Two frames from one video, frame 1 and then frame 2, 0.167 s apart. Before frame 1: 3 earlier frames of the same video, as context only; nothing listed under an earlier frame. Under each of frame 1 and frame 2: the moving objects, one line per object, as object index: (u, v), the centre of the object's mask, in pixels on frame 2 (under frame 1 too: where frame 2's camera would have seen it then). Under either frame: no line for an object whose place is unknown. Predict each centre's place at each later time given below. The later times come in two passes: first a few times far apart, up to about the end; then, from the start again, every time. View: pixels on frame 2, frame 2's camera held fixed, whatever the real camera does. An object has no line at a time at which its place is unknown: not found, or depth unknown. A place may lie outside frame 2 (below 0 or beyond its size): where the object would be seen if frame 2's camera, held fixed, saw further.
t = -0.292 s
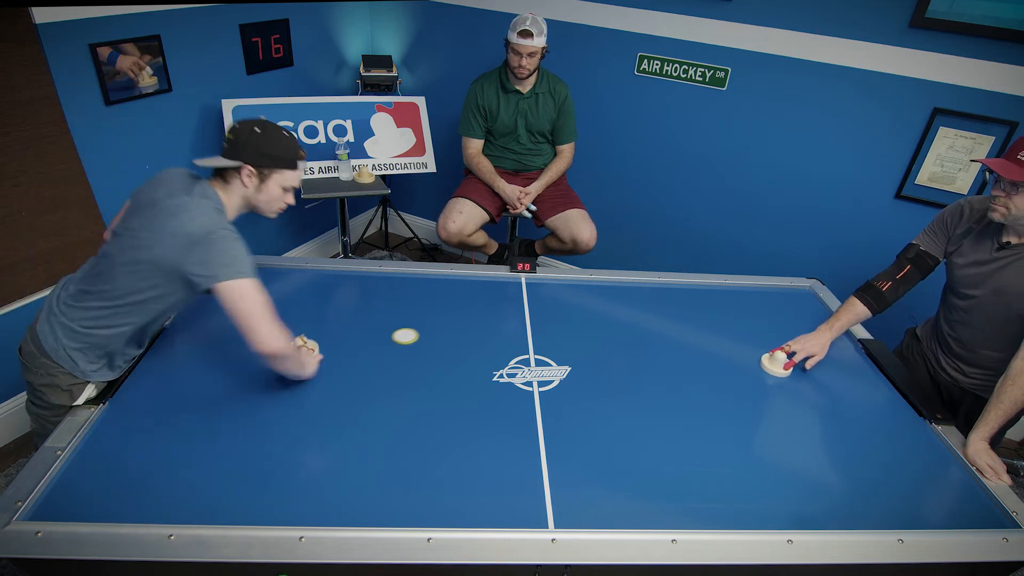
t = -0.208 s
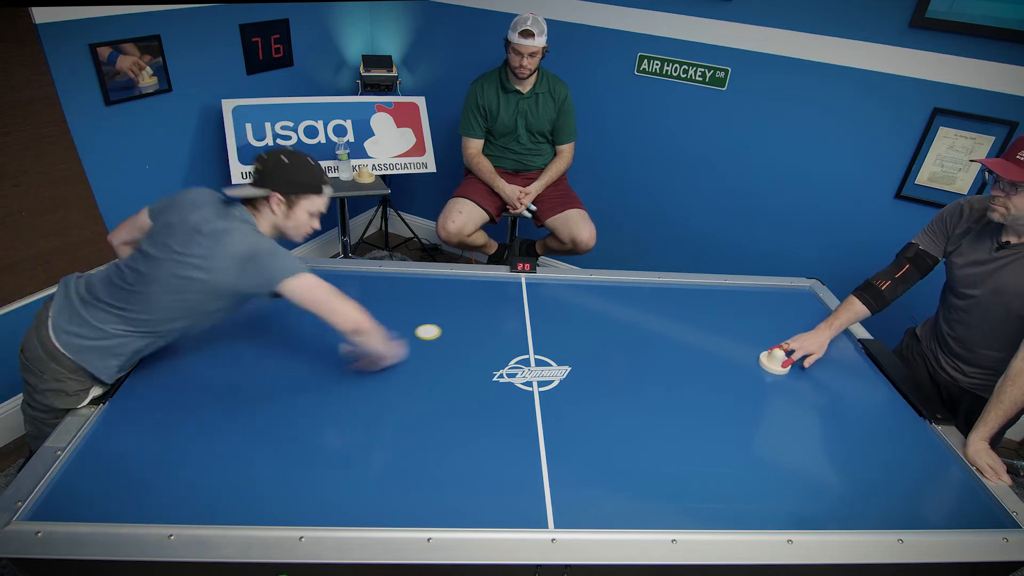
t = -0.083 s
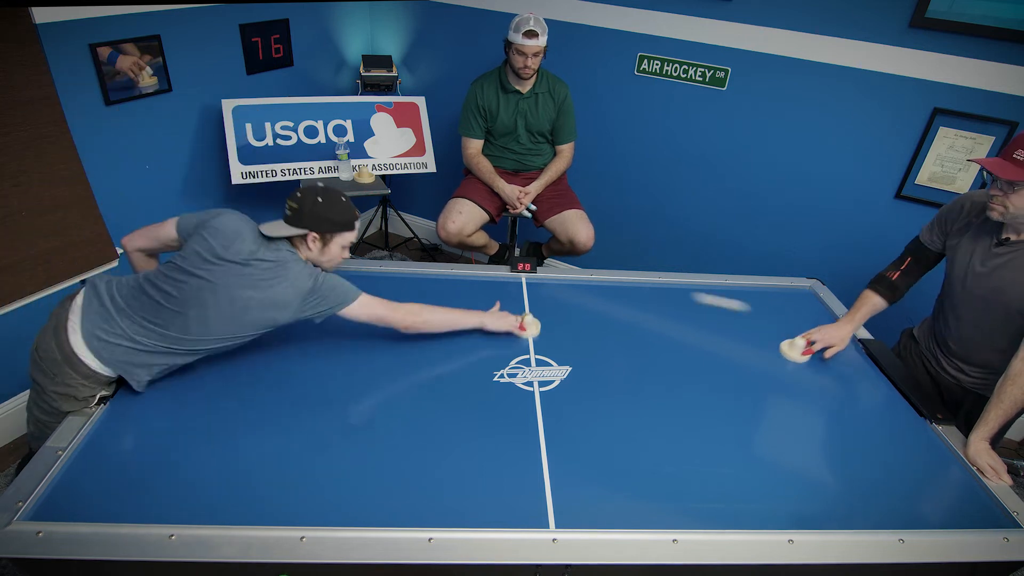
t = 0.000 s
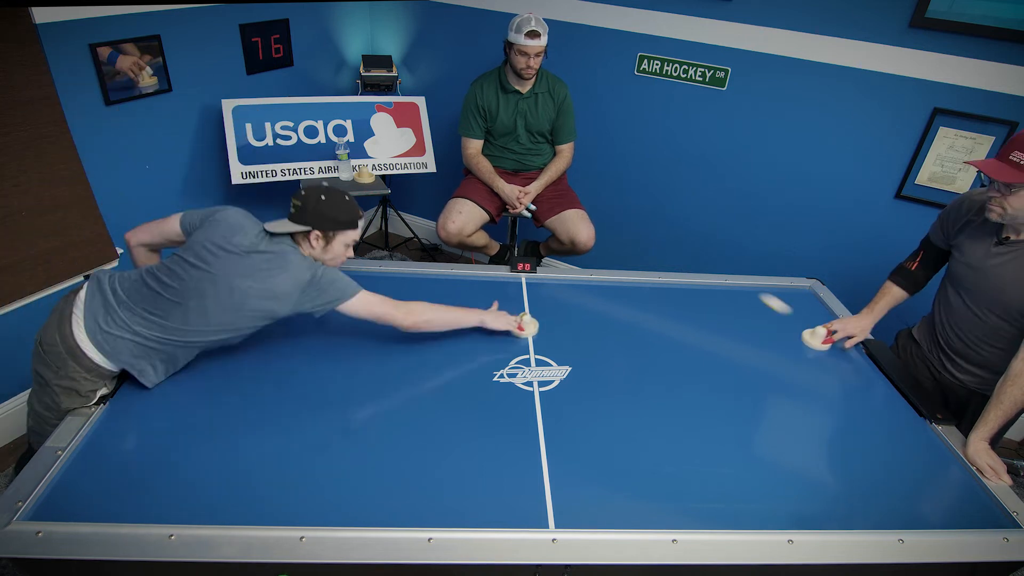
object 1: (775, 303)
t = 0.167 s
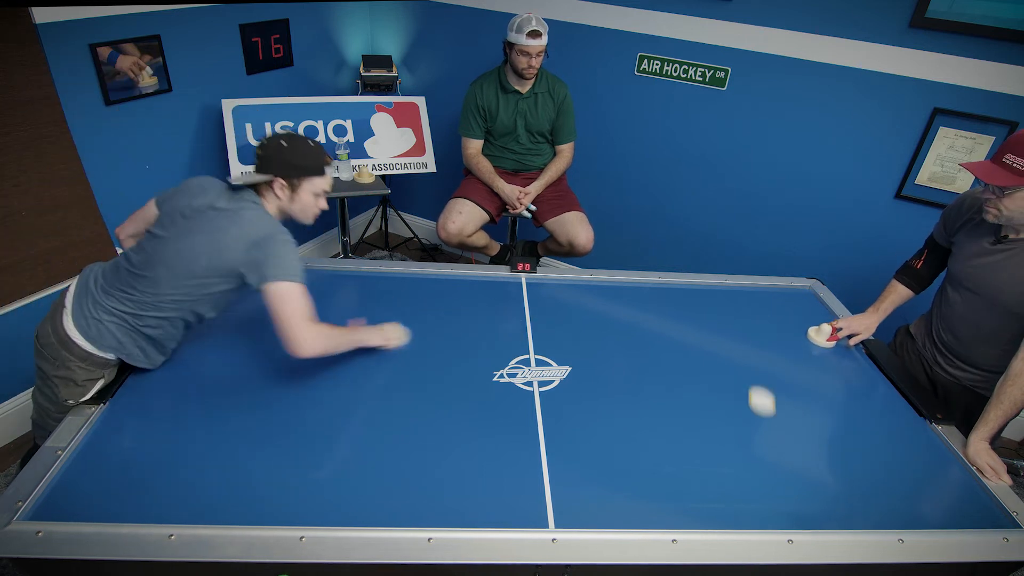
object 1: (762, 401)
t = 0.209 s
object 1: (763, 445)
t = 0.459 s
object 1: (561, 349)
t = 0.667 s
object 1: (433, 314)
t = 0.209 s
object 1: (763, 445)
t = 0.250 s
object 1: (764, 497)
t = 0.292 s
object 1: (729, 489)
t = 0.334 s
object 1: (679, 448)
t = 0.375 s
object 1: (634, 411)
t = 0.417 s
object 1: (596, 378)
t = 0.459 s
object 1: (561, 349)
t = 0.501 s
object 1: (531, 324)
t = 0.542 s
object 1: (503, 301)
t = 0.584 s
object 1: (478, 282)
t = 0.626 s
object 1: (456, 296)
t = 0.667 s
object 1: (433, 314)
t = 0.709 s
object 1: (406, 334)
